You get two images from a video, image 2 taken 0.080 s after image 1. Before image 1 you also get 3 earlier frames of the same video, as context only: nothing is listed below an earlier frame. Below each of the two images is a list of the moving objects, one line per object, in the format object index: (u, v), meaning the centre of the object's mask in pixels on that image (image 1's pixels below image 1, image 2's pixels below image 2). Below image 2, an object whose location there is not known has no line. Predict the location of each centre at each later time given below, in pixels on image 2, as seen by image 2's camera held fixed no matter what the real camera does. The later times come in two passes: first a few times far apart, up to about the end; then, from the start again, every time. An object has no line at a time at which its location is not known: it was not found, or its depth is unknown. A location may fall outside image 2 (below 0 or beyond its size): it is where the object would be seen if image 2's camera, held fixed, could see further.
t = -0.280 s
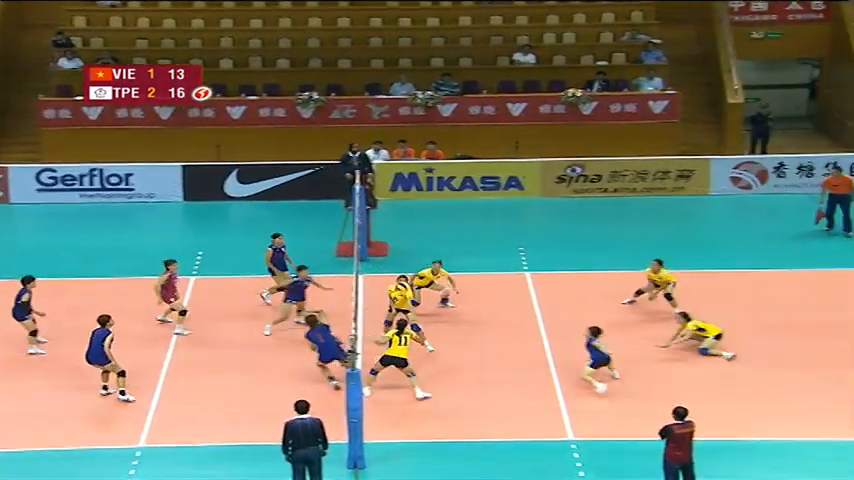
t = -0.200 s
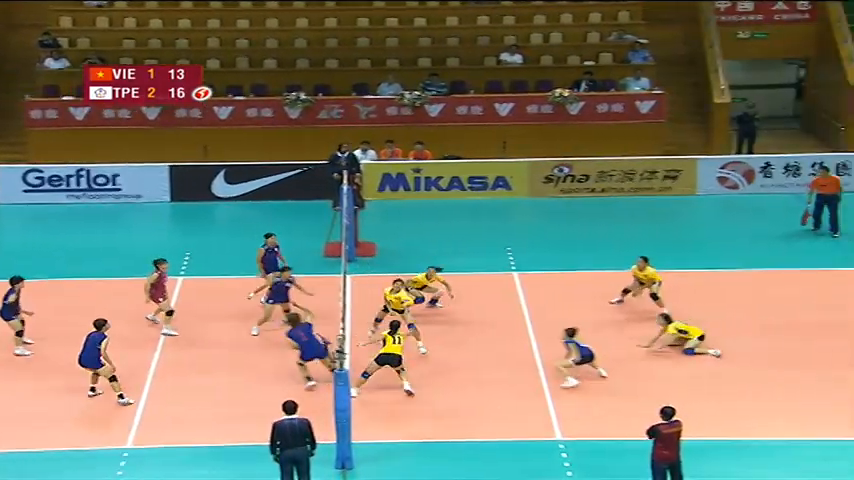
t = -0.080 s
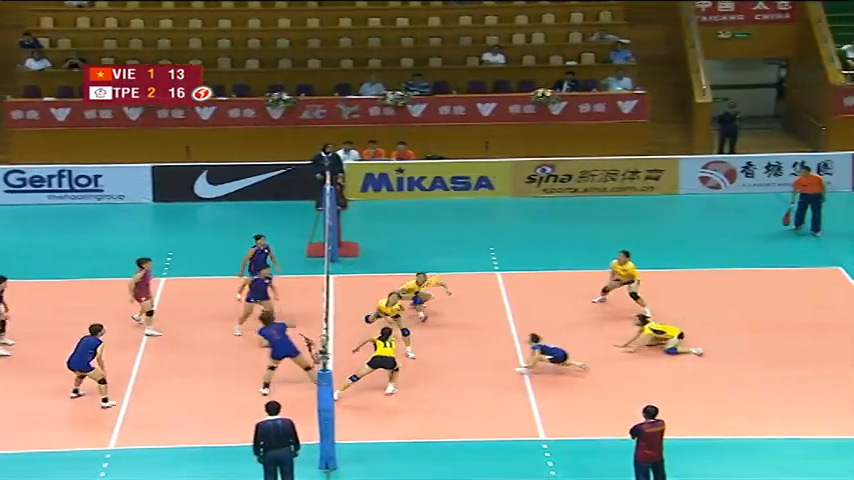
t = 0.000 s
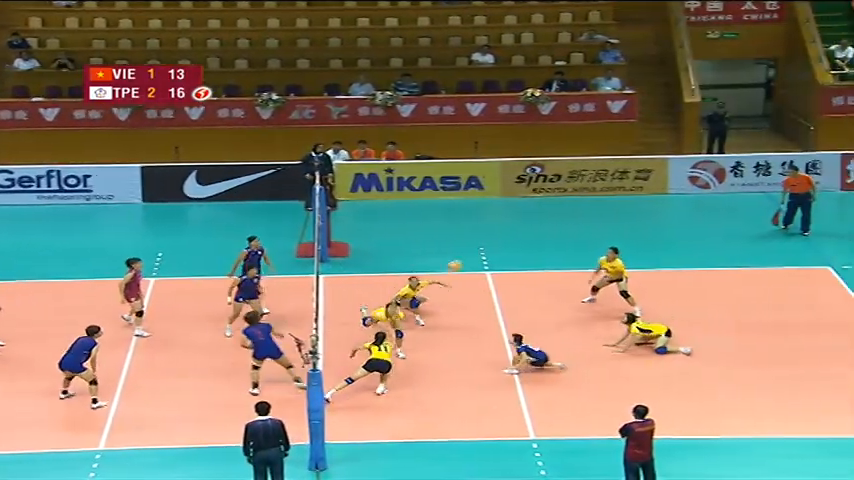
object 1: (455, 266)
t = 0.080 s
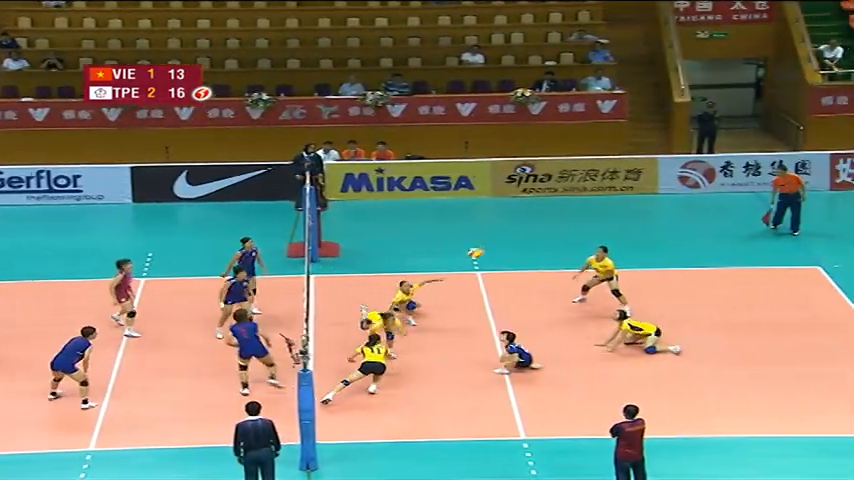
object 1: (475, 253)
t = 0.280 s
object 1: (553, 235)
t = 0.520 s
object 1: (644, 240)
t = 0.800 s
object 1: (747, 281)
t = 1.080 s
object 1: (840, 359)
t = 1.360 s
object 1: (931, 330)
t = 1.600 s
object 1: (1009, 303)
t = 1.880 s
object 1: (1094, 306)
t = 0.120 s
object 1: (491, 248)
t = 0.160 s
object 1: (507, 244)
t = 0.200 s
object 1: (522, 240)
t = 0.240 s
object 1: (537, 237)
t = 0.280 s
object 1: (553, 235)
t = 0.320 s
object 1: (568, 234)
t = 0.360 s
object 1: (584, 234)
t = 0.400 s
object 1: (599, 234)
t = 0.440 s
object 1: (614, 235)
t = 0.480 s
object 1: (628, 237)
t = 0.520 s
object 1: (644, 240)
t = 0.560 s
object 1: (660, 243)
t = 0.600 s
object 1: (674, 248)
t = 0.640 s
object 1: (689, 253)
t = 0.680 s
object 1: (704, 259)
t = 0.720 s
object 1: (719, 265)
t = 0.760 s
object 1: (732, 273)
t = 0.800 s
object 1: (747, 281)
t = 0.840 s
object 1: (761, 290)
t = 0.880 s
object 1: (774, 299)
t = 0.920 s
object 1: (788, 309)
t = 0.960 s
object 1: (802, 321)
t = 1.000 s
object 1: (814, 333)
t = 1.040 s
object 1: (827, 345)
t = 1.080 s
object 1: (840, 359)
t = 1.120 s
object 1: (853, 374)
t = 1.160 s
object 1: (864, 378)
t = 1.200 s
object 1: (879, 366)
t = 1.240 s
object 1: (892, 356)
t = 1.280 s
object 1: (904, 347)
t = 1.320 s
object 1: (917, 340)
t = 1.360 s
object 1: (931, 330)
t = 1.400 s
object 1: (943, 324)
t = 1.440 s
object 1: (957, 319)
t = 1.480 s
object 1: (969, 314)
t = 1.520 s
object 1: (982, 309)
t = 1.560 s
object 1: (996, 305)
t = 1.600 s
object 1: (1009, 303)
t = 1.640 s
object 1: (1021, 301)
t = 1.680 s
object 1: (1034, 300)
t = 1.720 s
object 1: (1047, 299)
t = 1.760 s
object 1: (1059, 300)
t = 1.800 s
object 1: (1071, 301)
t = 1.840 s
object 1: (1082, 303)
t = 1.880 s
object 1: (1094, 306)
